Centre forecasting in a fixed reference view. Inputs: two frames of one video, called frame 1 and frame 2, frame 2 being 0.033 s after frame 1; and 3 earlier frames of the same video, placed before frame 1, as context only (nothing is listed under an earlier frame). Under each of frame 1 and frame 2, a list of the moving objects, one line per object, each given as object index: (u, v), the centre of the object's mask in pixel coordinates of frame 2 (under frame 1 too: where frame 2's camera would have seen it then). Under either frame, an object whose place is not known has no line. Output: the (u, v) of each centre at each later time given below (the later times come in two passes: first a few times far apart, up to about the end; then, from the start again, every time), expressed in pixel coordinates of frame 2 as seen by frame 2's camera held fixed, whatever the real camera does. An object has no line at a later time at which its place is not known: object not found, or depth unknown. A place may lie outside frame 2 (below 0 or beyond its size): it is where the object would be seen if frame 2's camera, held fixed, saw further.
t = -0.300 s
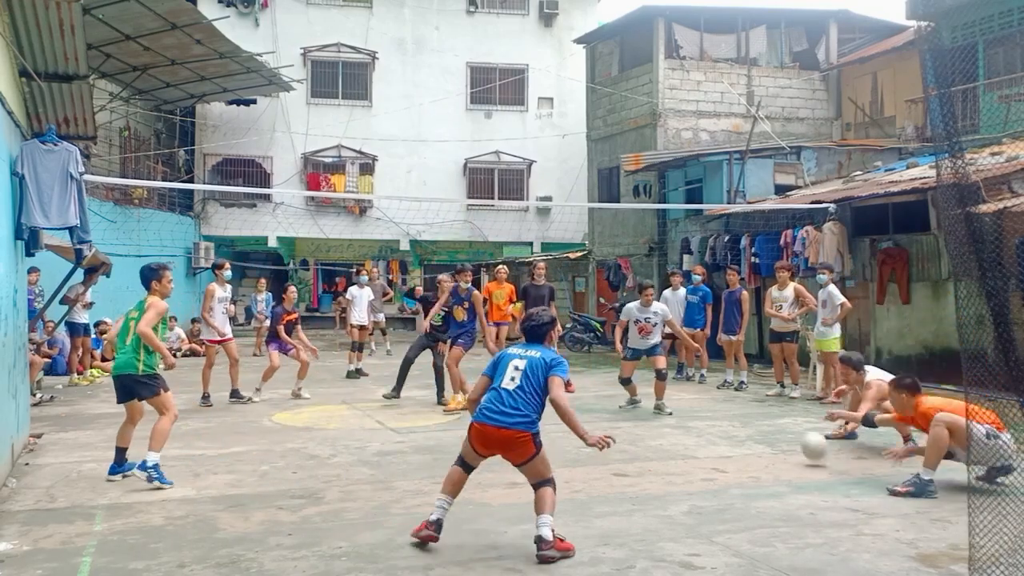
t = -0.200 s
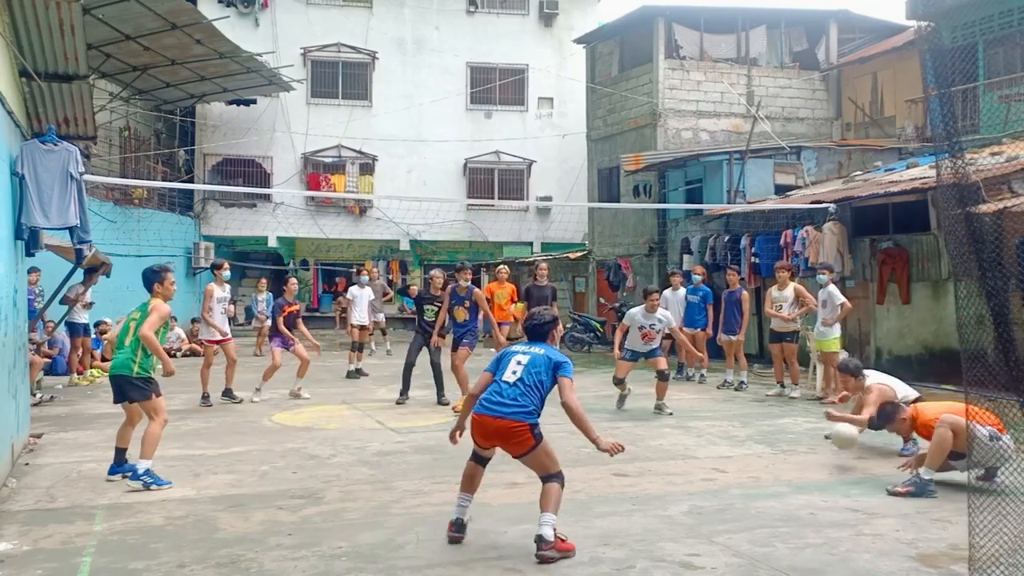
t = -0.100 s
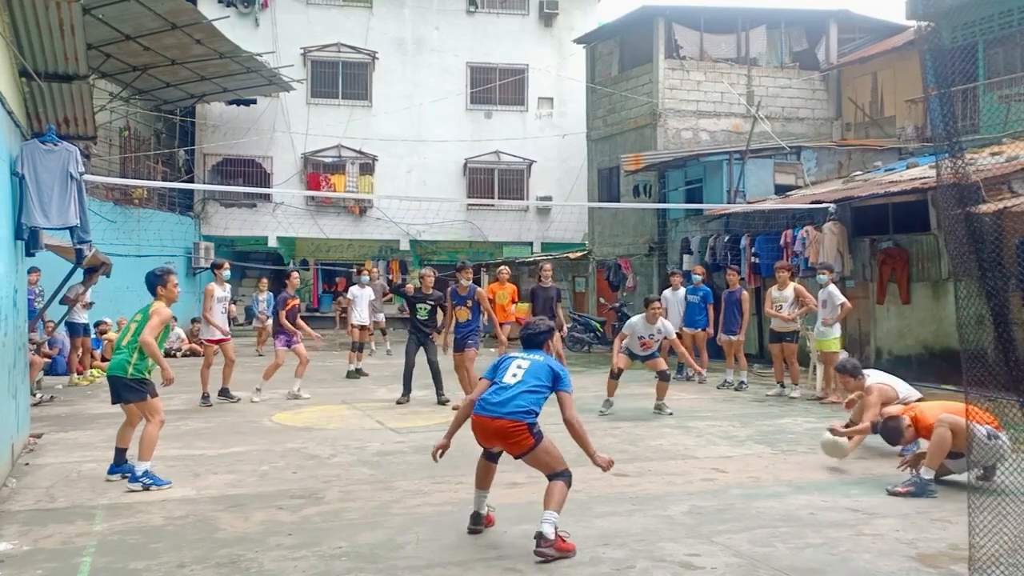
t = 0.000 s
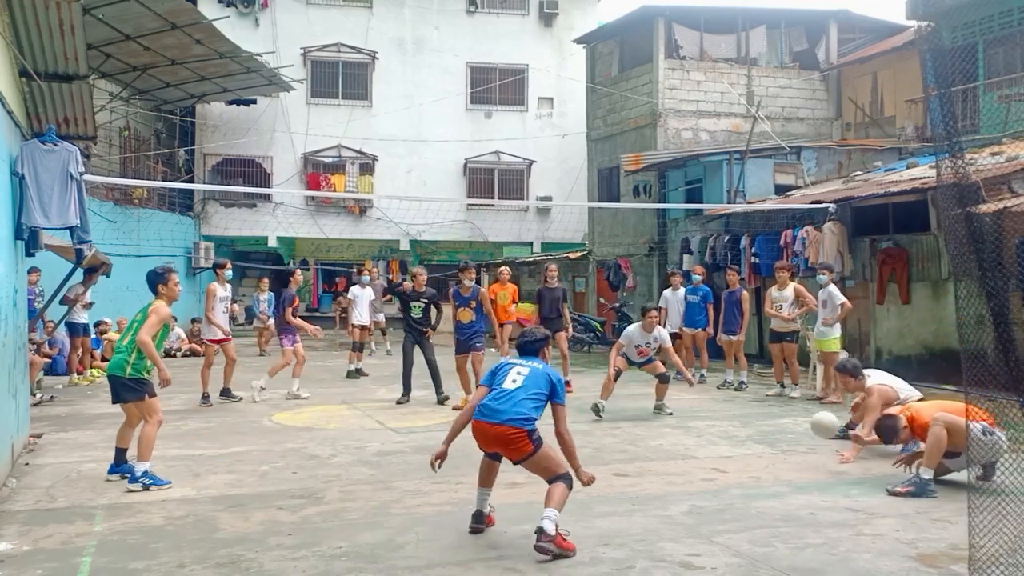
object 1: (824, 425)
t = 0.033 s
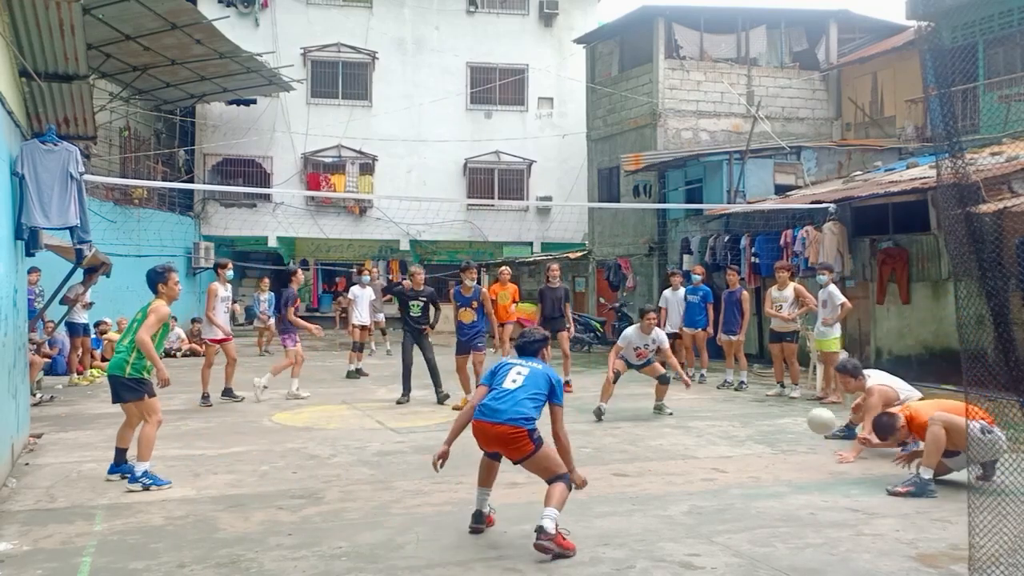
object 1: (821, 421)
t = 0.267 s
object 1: (798, 434)
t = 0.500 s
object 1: (773, 435)
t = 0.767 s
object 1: (746, 451)
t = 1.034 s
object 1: (717, 442)
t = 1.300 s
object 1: (689, 470)
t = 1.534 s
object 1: (664, 460)
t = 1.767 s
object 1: (640, 468)
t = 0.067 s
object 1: (818, 418)
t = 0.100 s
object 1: (815, 417)
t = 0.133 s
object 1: (811, 418)
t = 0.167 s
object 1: (808, 420)
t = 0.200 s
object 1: (805, 423)
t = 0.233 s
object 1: (801, 428)
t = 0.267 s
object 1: (798, 434)
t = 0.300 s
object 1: (795, 443)
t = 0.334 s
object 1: (791, 452)
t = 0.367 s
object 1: (787, 462)
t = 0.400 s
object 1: (784, 453)
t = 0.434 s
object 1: (781, 446)
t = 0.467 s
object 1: (777, 440)
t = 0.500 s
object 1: (773, 435)
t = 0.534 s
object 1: (770, 432)
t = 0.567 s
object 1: (767, 430)
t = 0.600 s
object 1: (763, 430)
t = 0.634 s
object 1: (760, 431)
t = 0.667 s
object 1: (756, 434)
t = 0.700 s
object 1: (753, 438)
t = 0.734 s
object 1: (749, 444)
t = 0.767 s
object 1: (746, 451)
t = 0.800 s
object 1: (743, 460)
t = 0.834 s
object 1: (739, 471)
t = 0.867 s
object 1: (735, 462)
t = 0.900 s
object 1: (732, 455)
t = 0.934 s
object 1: (728, 449)
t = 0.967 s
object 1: (725, 445)
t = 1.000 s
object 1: (721, 443)
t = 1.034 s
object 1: (717, 442)
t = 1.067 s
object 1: (714, 442)
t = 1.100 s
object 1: (711, 444)
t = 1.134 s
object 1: (707, 448)
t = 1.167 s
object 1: (704, 453)
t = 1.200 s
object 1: (700, 461)
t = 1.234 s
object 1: (697, 469)
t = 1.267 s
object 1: (693, 478)
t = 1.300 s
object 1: (689, 470)
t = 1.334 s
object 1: (686, 464)
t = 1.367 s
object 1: (682, 459)
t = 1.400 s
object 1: (679, 456)
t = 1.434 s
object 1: (676, 455)
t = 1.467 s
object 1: (672, 455)
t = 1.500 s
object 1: (668, 457)
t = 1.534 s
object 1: (664, 460)
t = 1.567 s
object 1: (661, 465)
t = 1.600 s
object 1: (657, 472)
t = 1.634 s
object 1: (653, 481)
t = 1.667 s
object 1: (650, 483)
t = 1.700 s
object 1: (647, 476)
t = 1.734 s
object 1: (643, 471)
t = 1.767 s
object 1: (640, 468)
